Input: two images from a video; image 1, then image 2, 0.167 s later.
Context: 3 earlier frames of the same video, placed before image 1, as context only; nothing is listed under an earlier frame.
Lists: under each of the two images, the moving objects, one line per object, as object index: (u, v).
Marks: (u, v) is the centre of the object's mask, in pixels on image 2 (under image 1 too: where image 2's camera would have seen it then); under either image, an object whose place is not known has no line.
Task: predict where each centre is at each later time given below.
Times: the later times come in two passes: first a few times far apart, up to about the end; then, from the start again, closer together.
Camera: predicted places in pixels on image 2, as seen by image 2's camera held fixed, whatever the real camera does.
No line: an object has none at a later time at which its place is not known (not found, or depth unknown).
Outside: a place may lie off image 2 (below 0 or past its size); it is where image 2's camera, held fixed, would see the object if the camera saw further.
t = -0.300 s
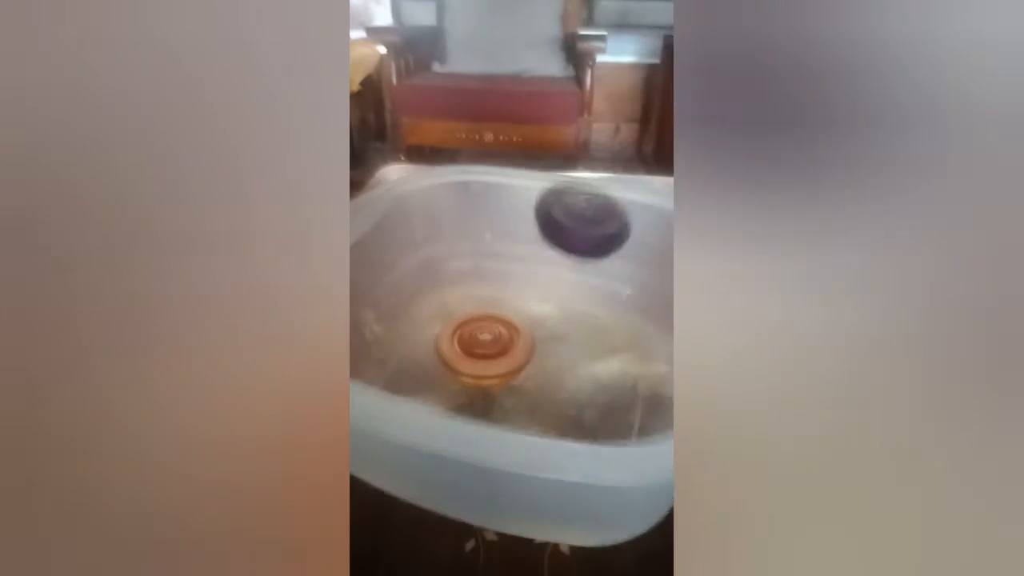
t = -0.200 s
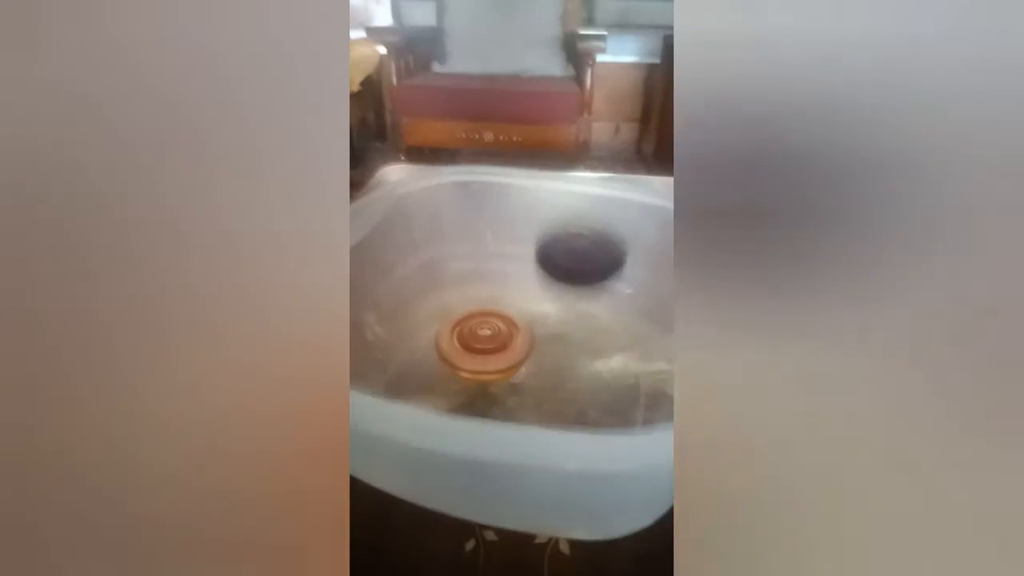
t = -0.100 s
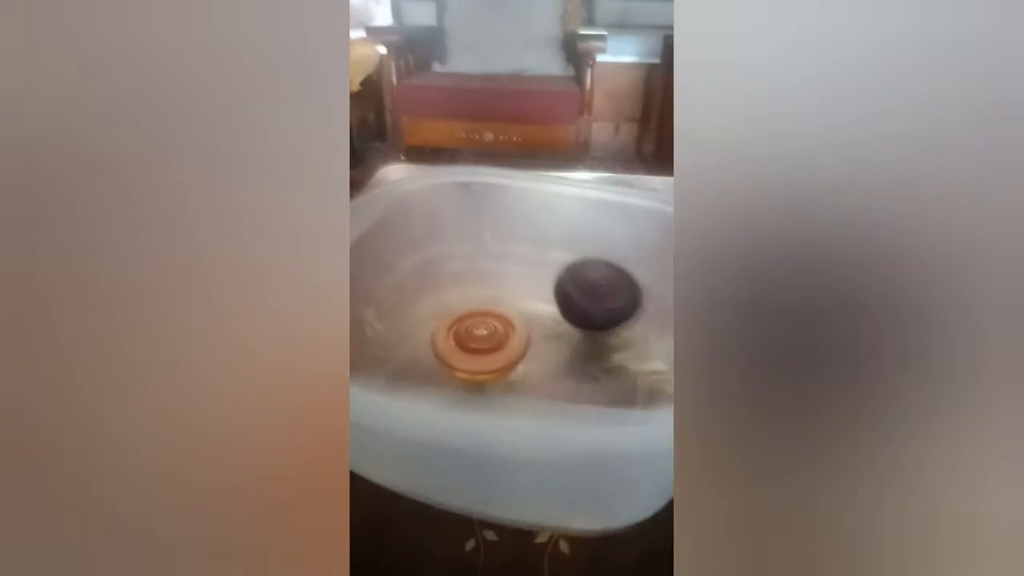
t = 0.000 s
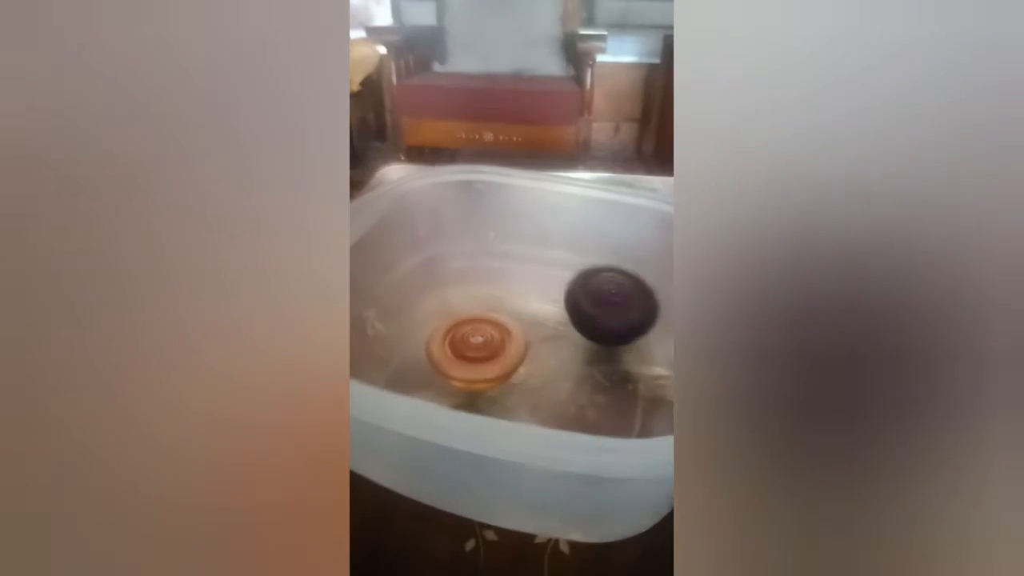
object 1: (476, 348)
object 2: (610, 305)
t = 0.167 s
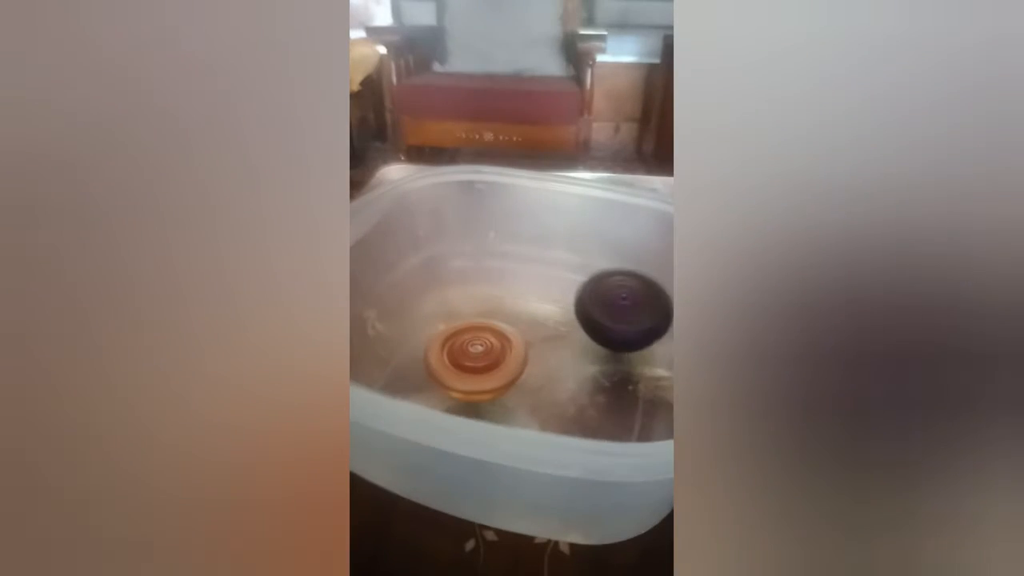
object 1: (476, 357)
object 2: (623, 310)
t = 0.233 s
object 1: (476, 357)
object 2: (624, 310)
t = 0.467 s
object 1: (486, 358)
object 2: (635, 313)
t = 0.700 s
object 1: (492, 360)
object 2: (615, 327)
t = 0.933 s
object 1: (498, 365)
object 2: (607, 326)
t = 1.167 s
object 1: (490, 374)
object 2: (580, 327)
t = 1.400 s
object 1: (491, 379)
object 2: (546, 319)
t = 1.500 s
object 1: (487, 383)
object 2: (519, 314)
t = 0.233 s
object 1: (476, 357)
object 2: (624, 310)
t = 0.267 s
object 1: (477, 358)
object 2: (624, 309)
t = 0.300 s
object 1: (479, 358)
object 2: (625, 309)
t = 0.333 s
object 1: (479, 358)
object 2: (627, 308)
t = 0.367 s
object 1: (481, 358)
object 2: (630, 307)
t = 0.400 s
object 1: (483, 358)
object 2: (633, 307)
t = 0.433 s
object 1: (485, 358)
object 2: (634, 309)
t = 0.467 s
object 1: (486, 358)
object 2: (635, 313)
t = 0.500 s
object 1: (487, 359)
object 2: (636, 318)
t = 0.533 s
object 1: (488, 359)
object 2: (632, 325)
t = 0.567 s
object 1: (489, 361)
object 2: (628, 328)
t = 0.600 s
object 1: (489, 361)
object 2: (624, 330)
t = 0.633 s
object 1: (490, 361)
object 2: (621, 332)
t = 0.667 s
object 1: (492, 360)
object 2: (618, 329)
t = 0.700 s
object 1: (492, 360)
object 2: (615, 327)
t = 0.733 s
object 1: (493, 360)
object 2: (615, 324)
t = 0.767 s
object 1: (493, 360)
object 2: (615, 323)
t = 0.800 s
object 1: (494, 360)
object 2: (615, 322)
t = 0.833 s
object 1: (496, 360)
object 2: (613, 322)
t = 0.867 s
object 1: (497, 363)
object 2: (611, 324)
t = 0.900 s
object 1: (498, 364)
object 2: (609, 325)
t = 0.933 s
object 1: (498, 365)
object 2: (607, 326)
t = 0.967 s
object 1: (498, 365)
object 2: (604, 327)
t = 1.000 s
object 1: (499, 365)
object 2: (600, 329)
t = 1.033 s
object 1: (501, 364)
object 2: (596, 330)
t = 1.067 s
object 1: (502, 366)
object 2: (592, 331)
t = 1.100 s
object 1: (498, 369)
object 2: (589, 331)
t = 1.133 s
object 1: (493, 372)
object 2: (585, 329)
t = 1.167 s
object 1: (490, 374)
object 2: (580, 327)
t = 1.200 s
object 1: (489, 375)
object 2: (575, 325)
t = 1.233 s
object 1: (490, 376)
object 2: (569, 322)
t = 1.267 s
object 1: (491, 377)
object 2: (564, 321)
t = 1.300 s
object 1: (493, 377)
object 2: (559, 320)
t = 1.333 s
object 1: (495, 377)
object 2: (554, 320)
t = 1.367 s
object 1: (494, 378)
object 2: (550, 320)
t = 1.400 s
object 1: (491, 379)
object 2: (546, 319)
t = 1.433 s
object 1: (490, 380)
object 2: (538, 318)
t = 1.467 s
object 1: (489, 381)
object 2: (530, 315)
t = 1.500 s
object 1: (487, 383)
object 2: (519, 314)
